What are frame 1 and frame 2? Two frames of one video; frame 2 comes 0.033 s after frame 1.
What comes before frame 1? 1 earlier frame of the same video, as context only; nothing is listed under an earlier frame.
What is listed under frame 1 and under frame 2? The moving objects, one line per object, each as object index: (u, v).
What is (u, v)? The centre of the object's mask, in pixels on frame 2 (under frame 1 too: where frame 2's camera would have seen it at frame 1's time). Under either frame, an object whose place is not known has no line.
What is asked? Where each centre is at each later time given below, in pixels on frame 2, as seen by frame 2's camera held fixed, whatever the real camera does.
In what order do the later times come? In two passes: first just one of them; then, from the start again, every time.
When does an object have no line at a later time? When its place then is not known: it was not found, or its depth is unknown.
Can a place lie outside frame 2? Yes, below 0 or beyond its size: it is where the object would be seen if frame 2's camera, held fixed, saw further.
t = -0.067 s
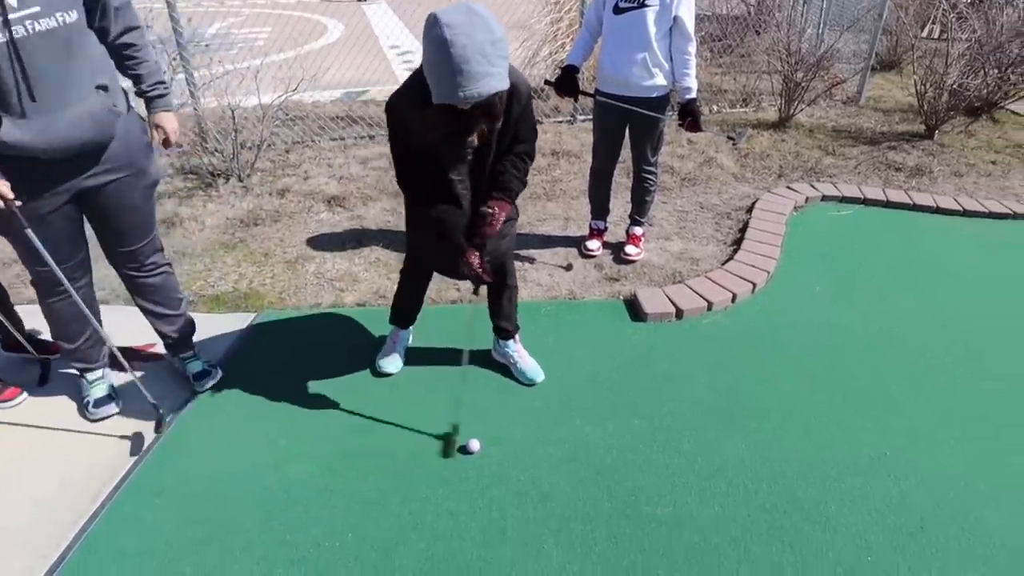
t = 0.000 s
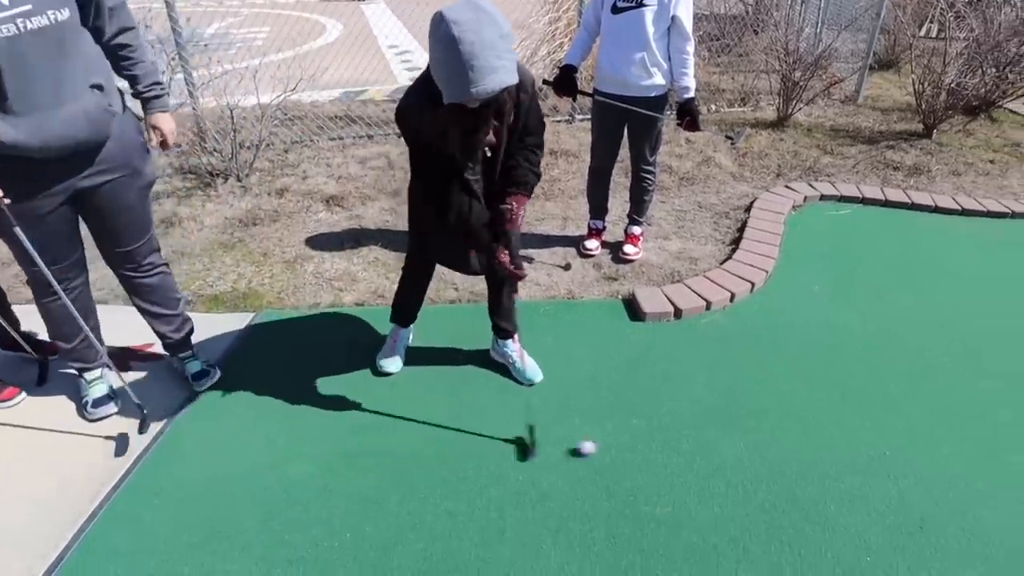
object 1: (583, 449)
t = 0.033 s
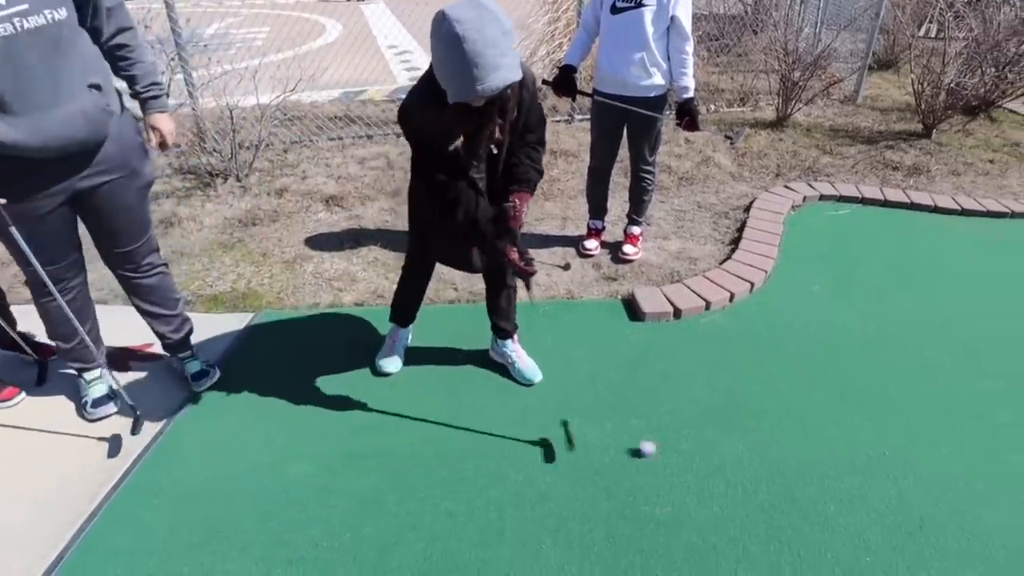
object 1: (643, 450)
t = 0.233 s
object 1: (968, 451)
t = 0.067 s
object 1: (702, 450)
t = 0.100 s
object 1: (757, 449)
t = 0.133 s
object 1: (814, 451)
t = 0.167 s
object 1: (871, 452)
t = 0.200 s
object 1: (921, 451)
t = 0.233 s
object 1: (968, 451)
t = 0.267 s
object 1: (1017, 450)
